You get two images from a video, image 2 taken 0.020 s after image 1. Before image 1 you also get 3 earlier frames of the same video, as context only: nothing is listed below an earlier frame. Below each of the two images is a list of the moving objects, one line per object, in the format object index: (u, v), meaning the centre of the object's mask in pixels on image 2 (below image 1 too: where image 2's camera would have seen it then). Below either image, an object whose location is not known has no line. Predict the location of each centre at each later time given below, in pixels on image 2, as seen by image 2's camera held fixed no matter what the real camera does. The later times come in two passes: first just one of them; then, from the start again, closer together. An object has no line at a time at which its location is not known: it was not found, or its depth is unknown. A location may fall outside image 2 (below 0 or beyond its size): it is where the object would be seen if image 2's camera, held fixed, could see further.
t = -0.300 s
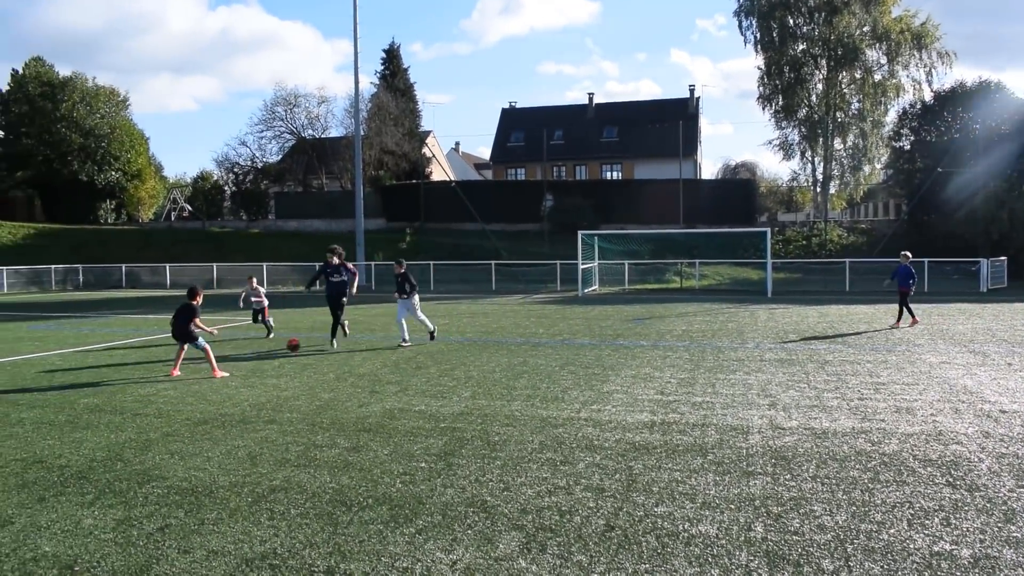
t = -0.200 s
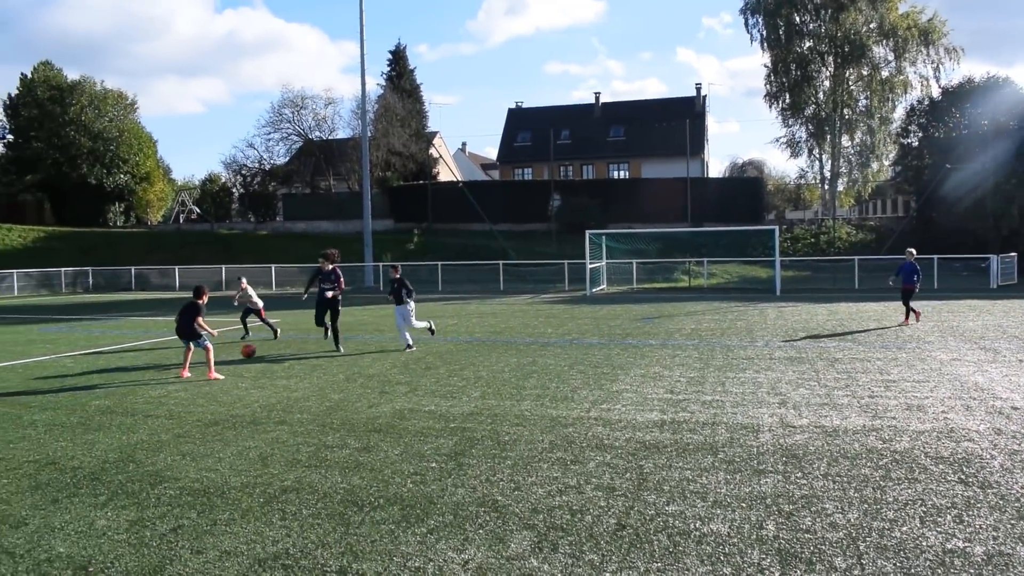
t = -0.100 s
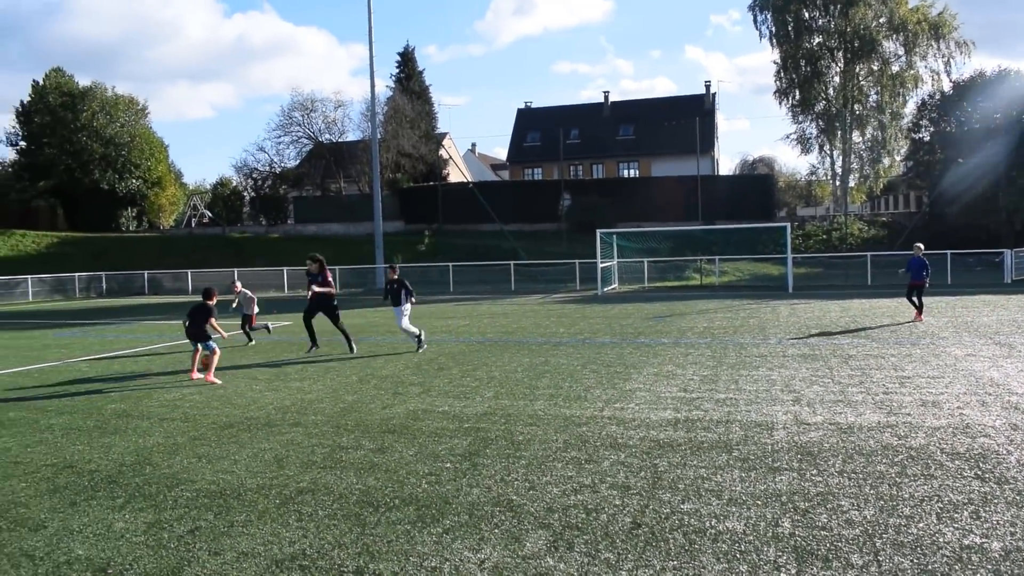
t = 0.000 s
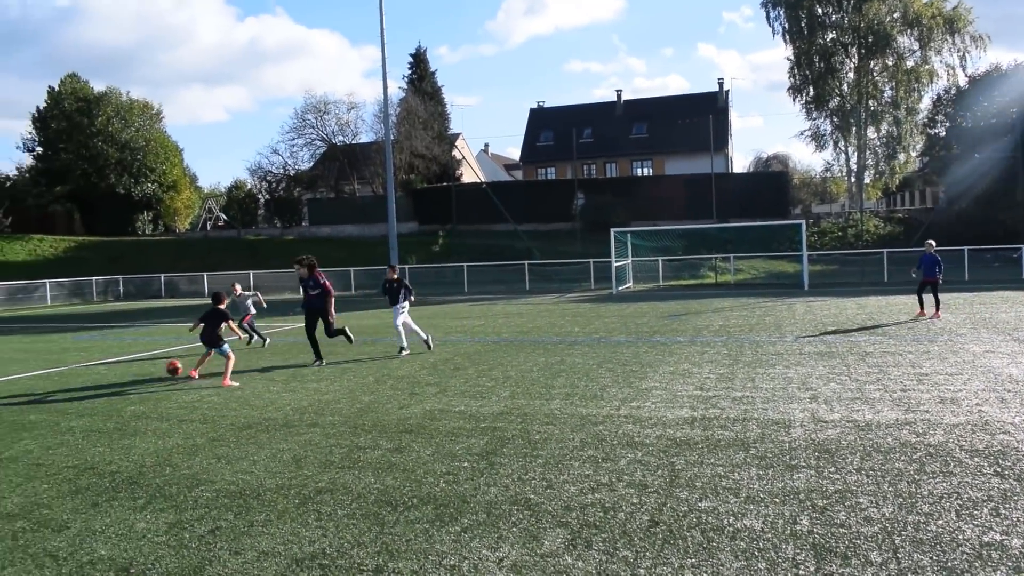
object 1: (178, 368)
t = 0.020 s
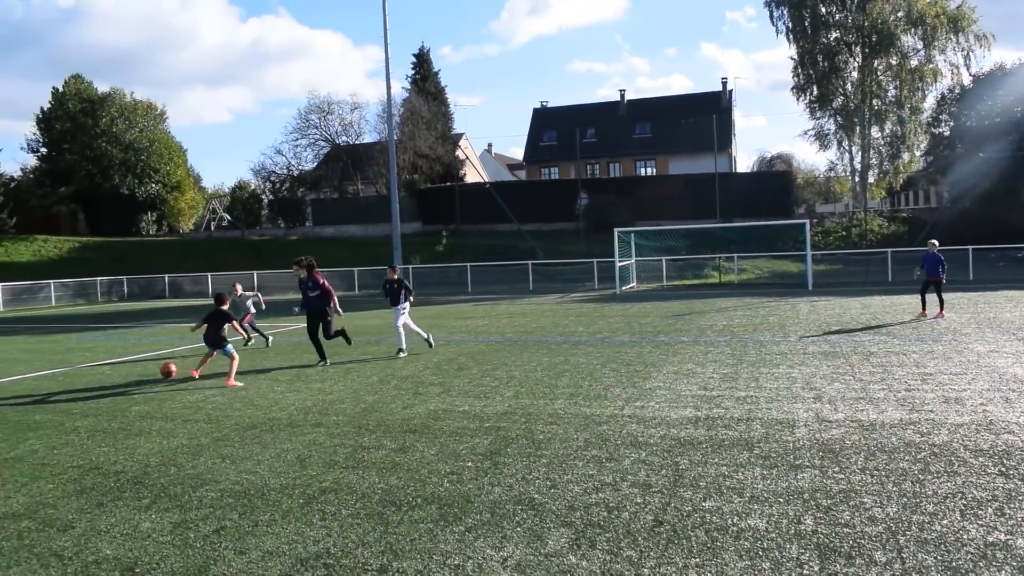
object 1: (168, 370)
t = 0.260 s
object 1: (43, 384)
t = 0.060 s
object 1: (147, 373)
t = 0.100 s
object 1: (127, 374)
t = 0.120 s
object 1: (117, 375)
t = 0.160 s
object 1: (96, 379)
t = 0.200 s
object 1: (75, 382)
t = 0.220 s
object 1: (65, 383)
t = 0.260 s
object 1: (43, 384)
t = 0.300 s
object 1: (22, 387)
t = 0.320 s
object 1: (10, 389)
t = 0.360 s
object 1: (-12, 393)
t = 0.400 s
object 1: (-35, 395)
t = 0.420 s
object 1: (-47, 397)
